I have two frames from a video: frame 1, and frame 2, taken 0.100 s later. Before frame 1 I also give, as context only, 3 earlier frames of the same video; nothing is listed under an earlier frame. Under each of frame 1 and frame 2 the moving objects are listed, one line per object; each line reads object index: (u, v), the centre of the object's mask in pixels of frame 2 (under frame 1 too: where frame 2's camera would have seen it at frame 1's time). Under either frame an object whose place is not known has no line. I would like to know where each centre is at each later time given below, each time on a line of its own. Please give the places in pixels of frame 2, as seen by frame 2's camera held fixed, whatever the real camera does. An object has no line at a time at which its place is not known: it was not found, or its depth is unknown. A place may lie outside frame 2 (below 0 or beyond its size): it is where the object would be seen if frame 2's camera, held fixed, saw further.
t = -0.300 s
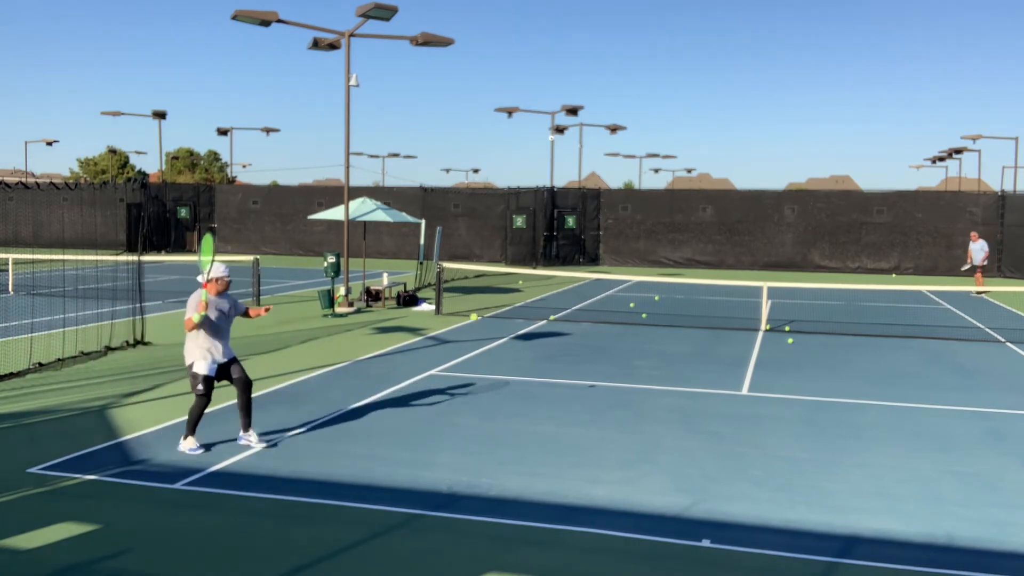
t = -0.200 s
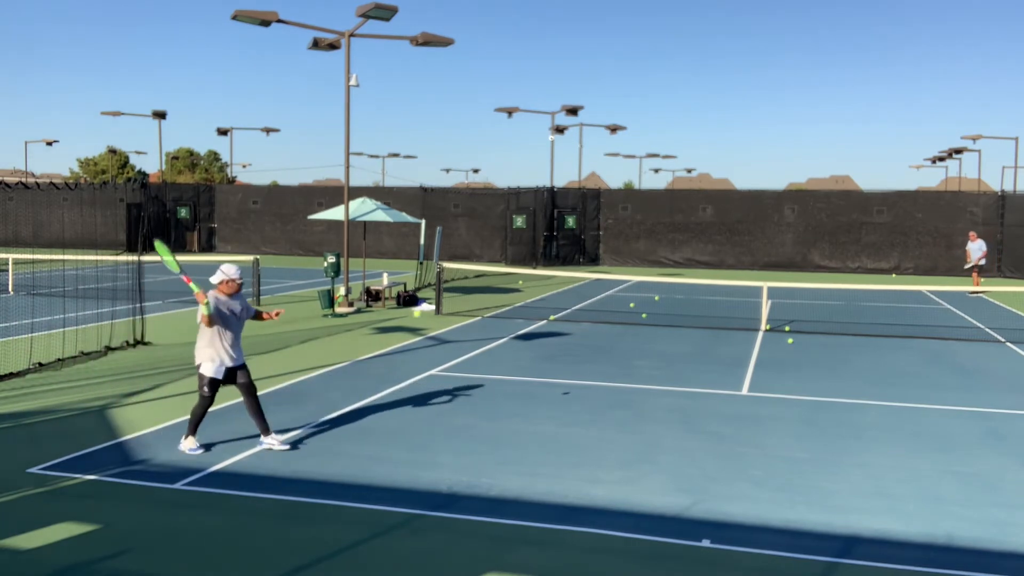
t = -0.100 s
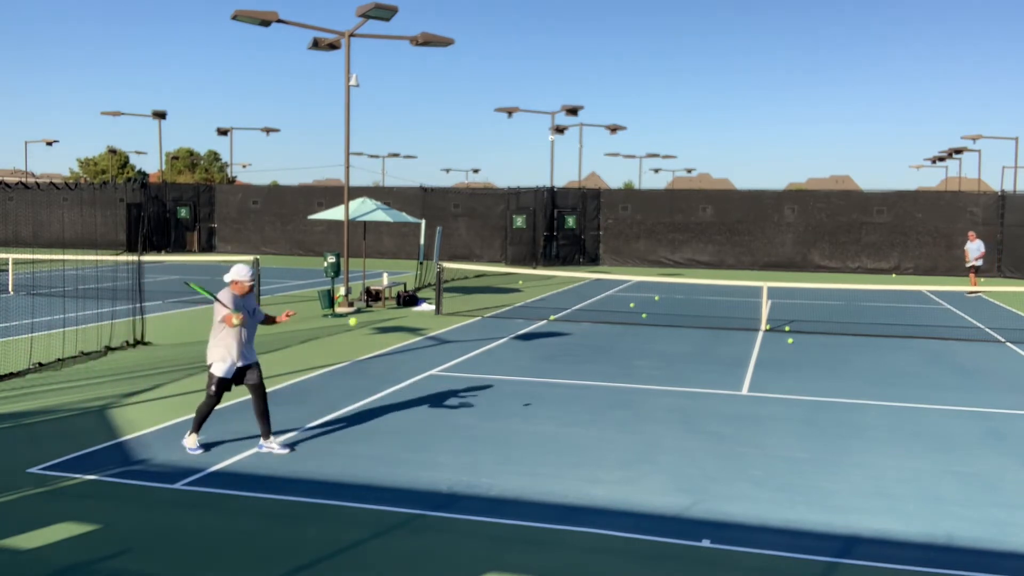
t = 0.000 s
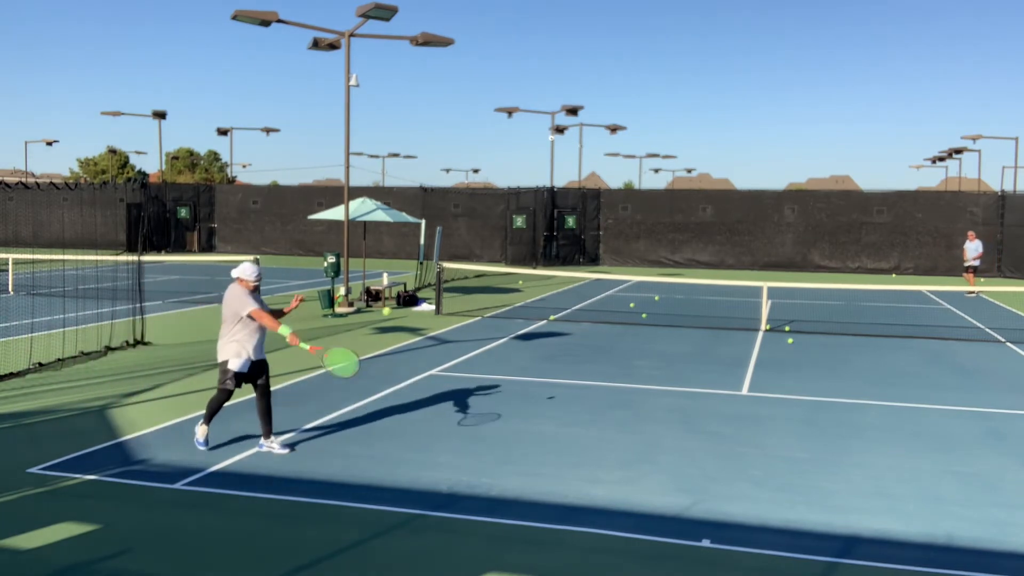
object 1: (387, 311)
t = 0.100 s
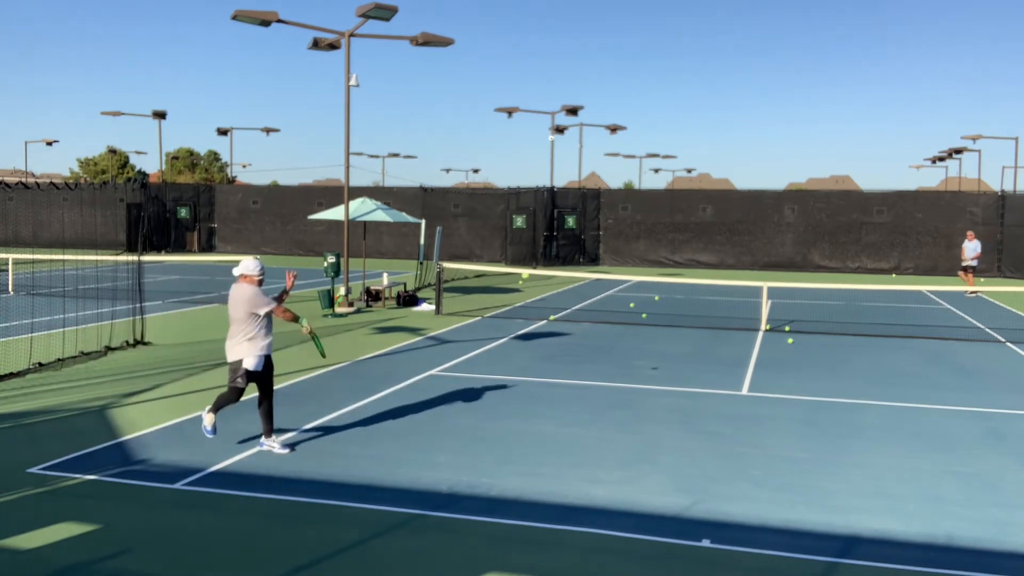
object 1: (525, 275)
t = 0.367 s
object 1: (721, 243)
